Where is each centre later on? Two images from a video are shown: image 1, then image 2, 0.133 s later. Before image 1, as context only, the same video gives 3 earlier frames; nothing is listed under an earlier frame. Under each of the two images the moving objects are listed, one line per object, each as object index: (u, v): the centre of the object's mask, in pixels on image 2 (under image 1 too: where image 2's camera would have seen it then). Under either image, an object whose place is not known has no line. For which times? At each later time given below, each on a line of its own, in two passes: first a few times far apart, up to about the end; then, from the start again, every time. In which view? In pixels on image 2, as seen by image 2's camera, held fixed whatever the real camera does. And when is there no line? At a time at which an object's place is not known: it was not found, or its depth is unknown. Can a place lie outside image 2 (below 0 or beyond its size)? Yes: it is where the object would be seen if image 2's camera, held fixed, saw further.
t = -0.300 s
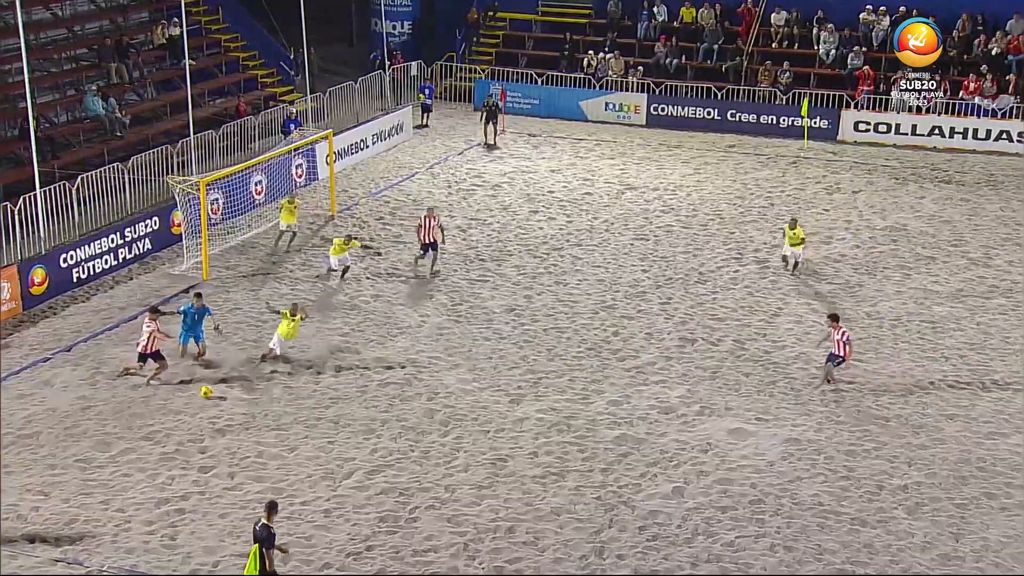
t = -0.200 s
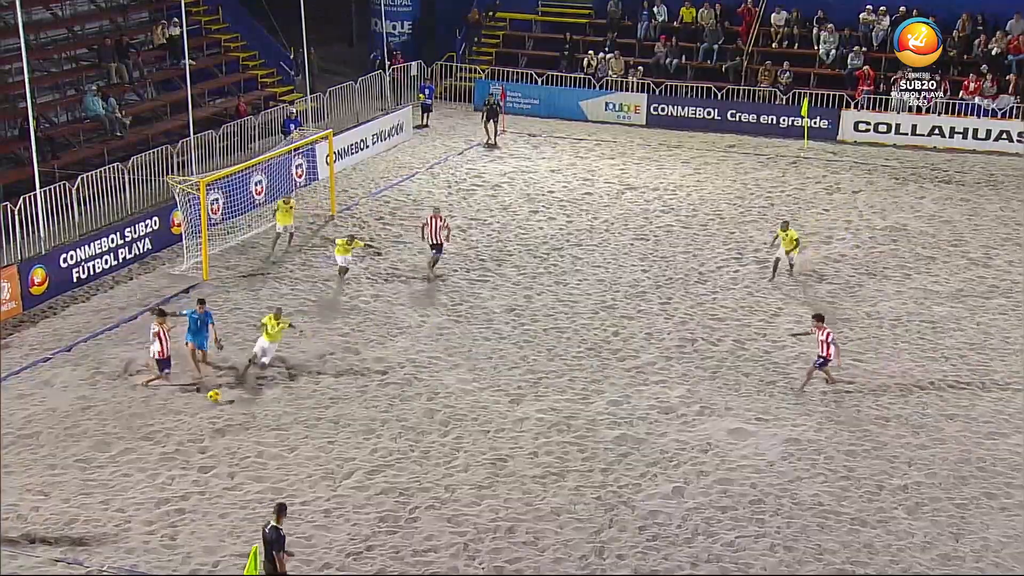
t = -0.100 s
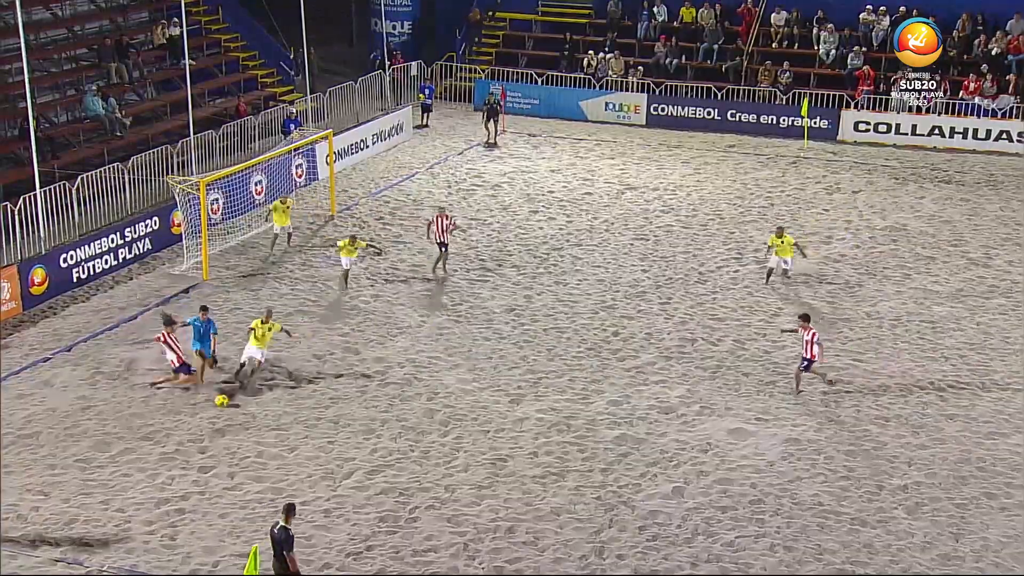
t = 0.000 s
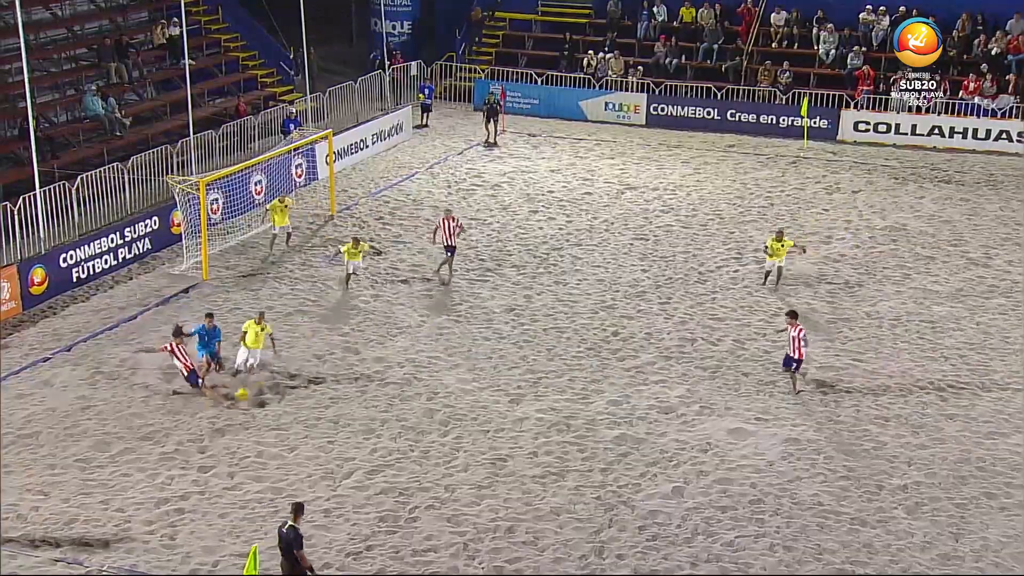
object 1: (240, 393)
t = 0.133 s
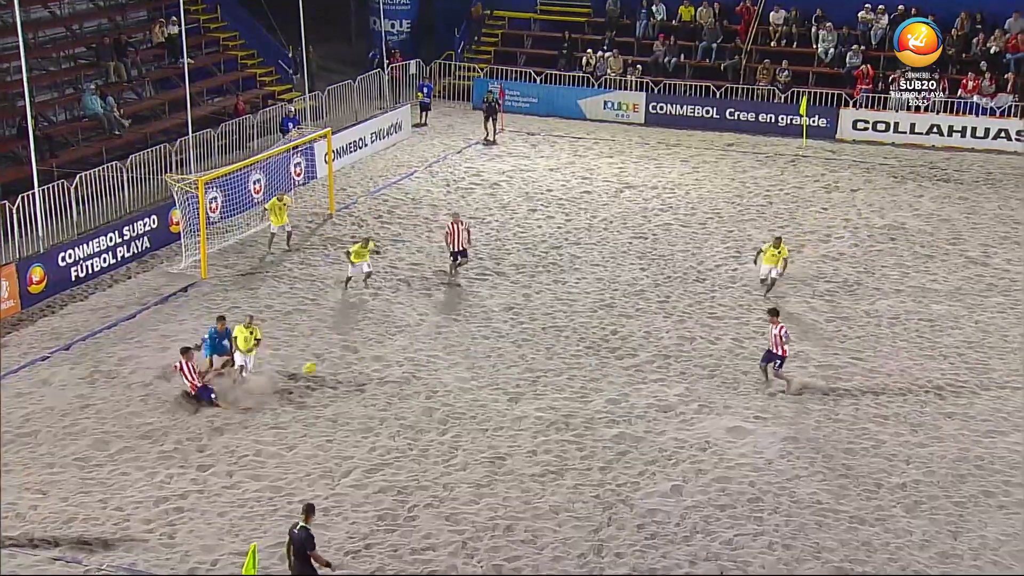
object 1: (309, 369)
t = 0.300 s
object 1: (388, 350)
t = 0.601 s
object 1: (511, 348)
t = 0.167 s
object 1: (325, 363)
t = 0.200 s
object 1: (342, 359)
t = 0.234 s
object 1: (357, 355)
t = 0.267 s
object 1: (372, 352)
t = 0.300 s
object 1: (388, 350)
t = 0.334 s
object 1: (402, 348)
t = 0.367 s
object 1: (417, 347)
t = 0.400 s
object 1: (432, 345)
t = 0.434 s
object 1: (445, 345)
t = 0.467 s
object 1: (460, 345)
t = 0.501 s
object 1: (472, 345)
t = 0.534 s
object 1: (487, 346)
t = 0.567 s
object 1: (499, 347)
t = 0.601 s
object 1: (511, 348)
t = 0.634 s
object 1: (524, 352)
